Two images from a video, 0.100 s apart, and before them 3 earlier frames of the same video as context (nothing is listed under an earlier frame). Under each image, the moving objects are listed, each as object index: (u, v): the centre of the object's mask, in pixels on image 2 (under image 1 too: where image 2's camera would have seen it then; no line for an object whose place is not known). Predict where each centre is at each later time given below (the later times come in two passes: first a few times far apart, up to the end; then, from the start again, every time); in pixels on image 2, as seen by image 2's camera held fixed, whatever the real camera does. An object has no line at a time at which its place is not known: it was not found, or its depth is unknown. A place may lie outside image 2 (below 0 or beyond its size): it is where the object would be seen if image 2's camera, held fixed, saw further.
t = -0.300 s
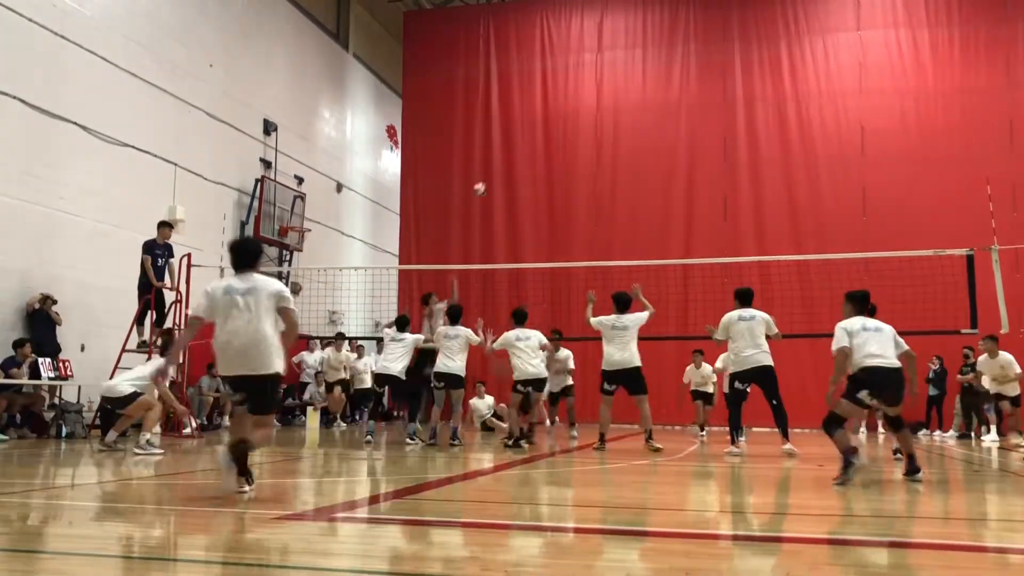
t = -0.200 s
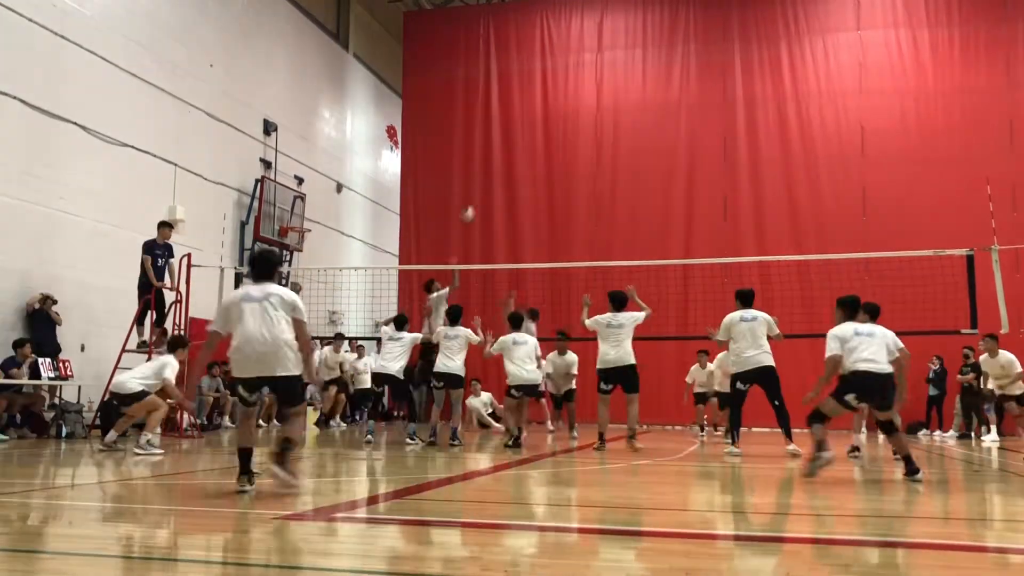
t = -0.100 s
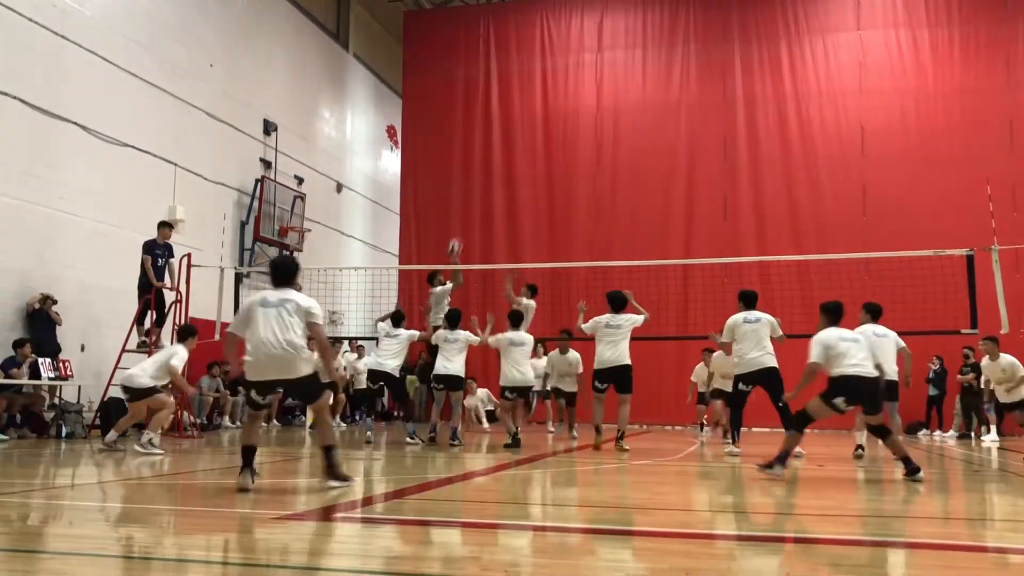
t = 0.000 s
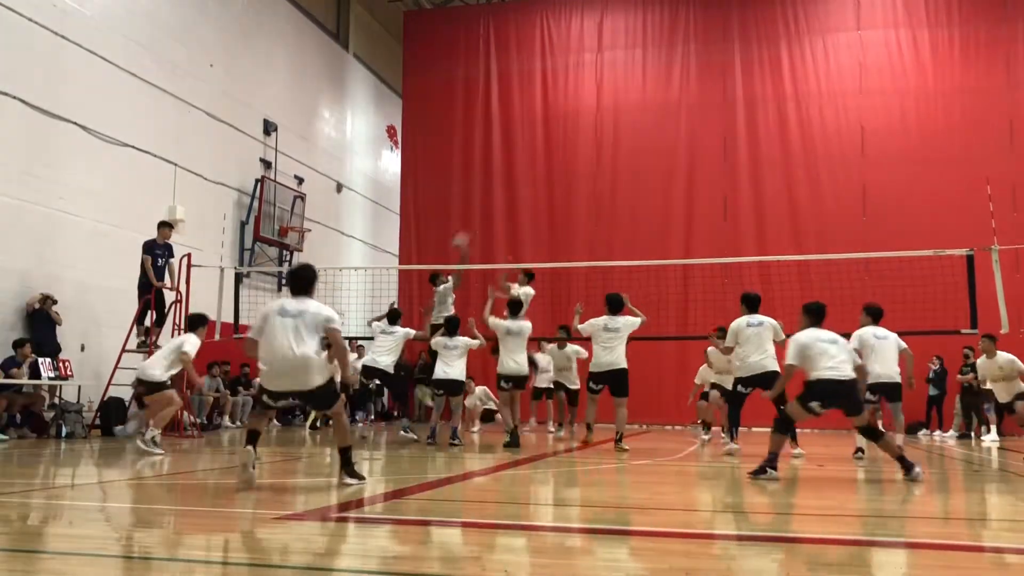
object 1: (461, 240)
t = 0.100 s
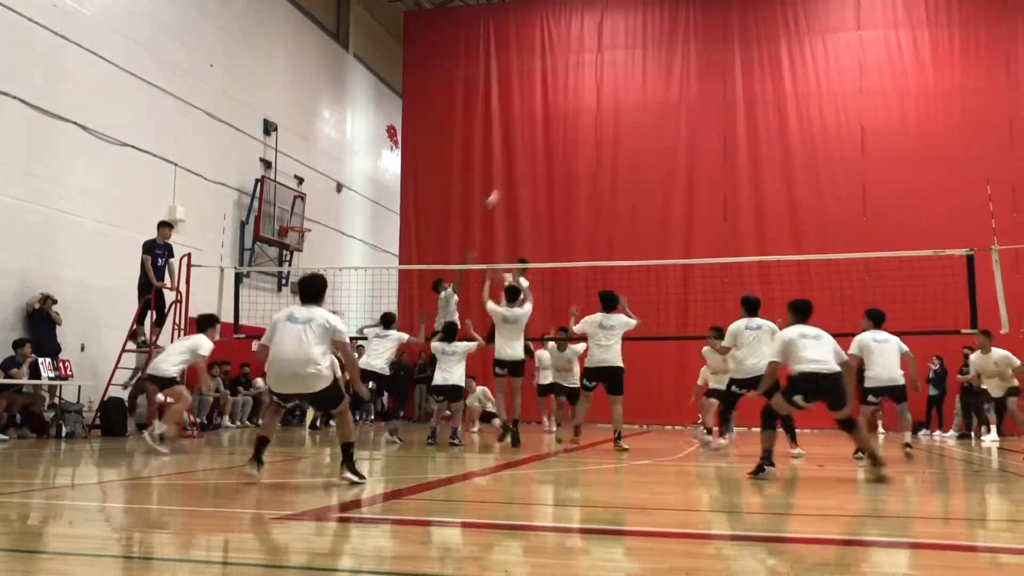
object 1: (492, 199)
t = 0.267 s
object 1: (544, 147)
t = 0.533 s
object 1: (623, 104)
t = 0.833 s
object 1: (715, 115)
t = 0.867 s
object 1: (725, 120)
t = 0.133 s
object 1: (503, 186)
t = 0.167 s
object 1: (512, 176)
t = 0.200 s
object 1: (522, 165)
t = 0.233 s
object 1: (533, 156)
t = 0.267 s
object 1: (544, 147)
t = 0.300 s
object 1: (554, 139)
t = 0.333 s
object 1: (564, 130)
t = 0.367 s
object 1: (573, 126)
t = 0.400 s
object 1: (584, 119)
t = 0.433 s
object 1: (594, 114)
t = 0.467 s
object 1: (604, 110)
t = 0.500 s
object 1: (613, 106)
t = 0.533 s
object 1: (623, 104)
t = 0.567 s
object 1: (633, 103)
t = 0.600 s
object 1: (644, 102)
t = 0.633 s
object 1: (655, 101)
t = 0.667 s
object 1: (665, 101)
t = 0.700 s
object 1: (675, 102)
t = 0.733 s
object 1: (684, 103)
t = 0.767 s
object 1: (694, 106)
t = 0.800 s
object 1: (704, 110)
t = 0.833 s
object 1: (715, 115)
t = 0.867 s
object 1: (725, 120)
